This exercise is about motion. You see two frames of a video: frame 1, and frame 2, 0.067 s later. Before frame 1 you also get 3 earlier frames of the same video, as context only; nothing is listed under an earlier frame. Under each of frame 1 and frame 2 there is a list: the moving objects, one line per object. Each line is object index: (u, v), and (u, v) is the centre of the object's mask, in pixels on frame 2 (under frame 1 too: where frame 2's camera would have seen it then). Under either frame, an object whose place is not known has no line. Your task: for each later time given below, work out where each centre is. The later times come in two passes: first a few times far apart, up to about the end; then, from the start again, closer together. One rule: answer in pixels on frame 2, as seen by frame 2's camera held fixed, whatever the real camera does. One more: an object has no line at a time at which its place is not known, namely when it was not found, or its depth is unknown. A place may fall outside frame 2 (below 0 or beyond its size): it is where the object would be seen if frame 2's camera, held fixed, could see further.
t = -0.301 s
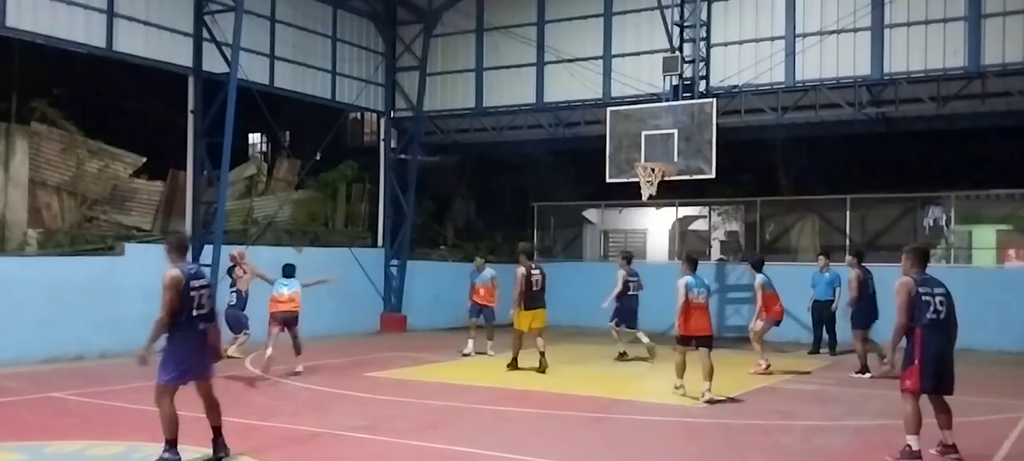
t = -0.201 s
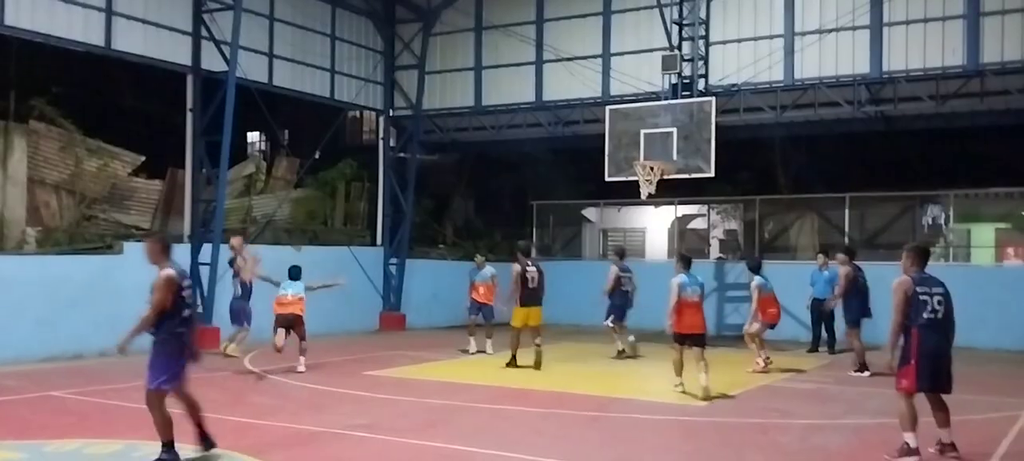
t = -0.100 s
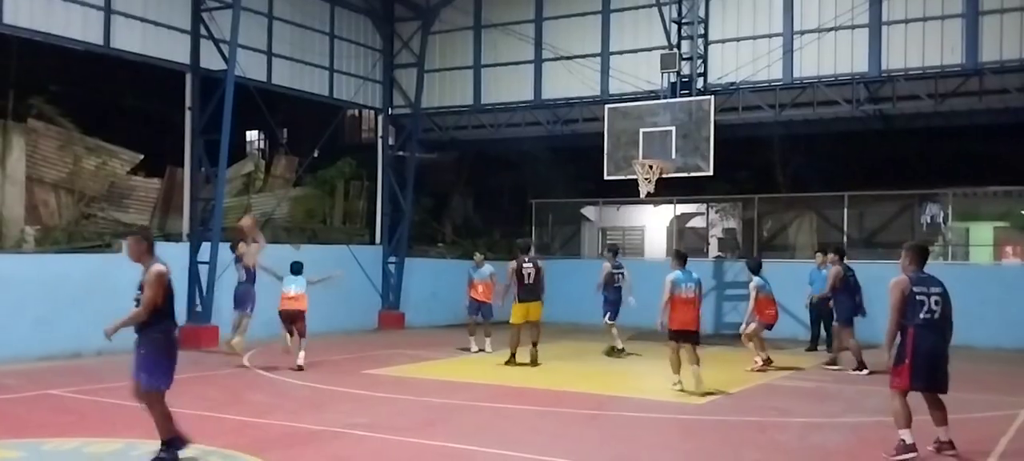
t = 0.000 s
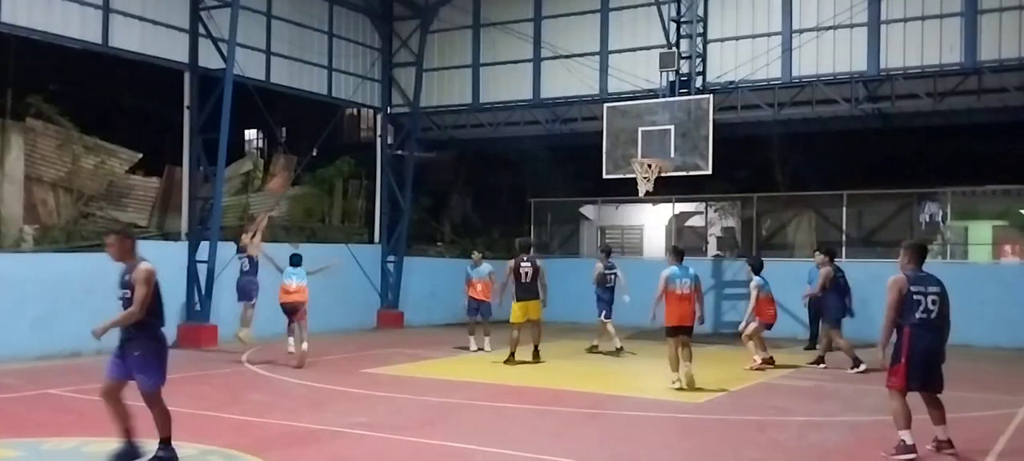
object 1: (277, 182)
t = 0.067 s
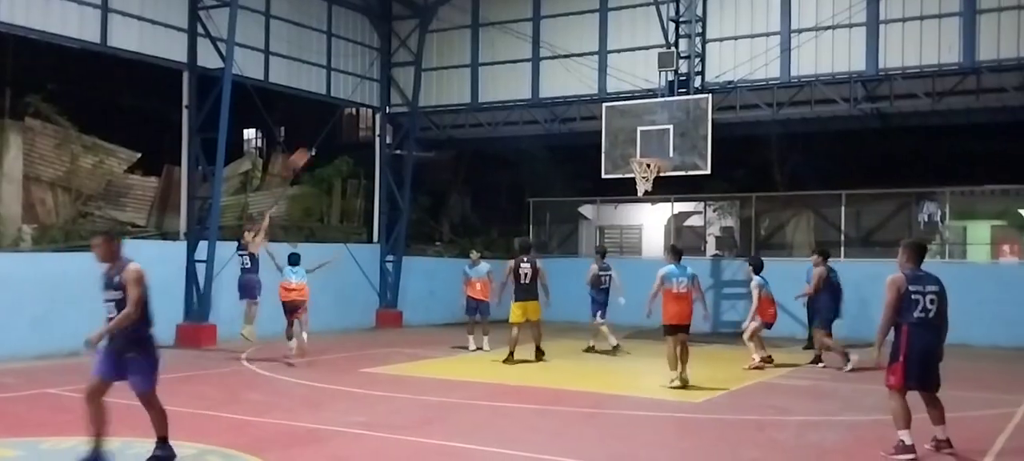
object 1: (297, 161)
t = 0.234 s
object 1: (358, 110)
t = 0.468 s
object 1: (435, 72)
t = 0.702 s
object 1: (510, 69)
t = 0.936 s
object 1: (582, 98)
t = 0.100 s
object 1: (310, 149)
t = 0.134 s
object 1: (322, 138)
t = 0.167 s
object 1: (334, 128)
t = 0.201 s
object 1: (346, 118)
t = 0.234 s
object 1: (358, 110)
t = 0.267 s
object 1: (370, 101)
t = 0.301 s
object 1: (380, 95)
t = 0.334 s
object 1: (392, 88)
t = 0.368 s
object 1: (402, 83)
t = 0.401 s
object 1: (414, 79)
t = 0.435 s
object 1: (425, 74)
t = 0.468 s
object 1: (435, 72)
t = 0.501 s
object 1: (446, 69)
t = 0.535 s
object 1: (457, 68)
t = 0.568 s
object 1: (468, 66)
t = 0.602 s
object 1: (478, 66)
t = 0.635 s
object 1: (488, 66)
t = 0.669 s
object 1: (499, 67)
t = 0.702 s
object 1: (510, 69)
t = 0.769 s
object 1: (531, 74)
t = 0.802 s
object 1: (540, 77)
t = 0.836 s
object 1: (550, 82)
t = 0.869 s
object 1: (560, 87)
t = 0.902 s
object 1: (571, 92)
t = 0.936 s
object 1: (582, 98)
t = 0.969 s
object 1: (592, 106)
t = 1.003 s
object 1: (599, 112)
